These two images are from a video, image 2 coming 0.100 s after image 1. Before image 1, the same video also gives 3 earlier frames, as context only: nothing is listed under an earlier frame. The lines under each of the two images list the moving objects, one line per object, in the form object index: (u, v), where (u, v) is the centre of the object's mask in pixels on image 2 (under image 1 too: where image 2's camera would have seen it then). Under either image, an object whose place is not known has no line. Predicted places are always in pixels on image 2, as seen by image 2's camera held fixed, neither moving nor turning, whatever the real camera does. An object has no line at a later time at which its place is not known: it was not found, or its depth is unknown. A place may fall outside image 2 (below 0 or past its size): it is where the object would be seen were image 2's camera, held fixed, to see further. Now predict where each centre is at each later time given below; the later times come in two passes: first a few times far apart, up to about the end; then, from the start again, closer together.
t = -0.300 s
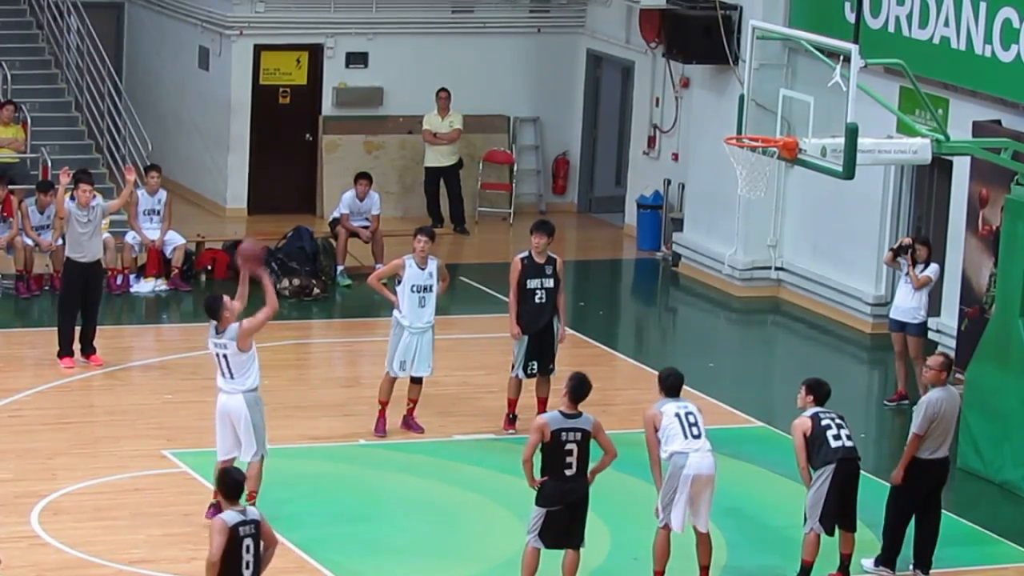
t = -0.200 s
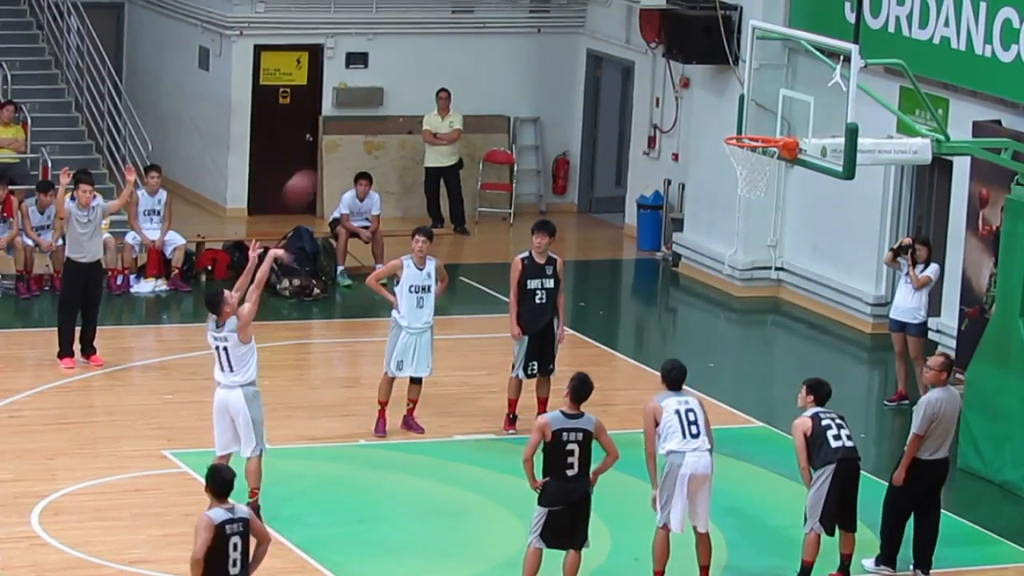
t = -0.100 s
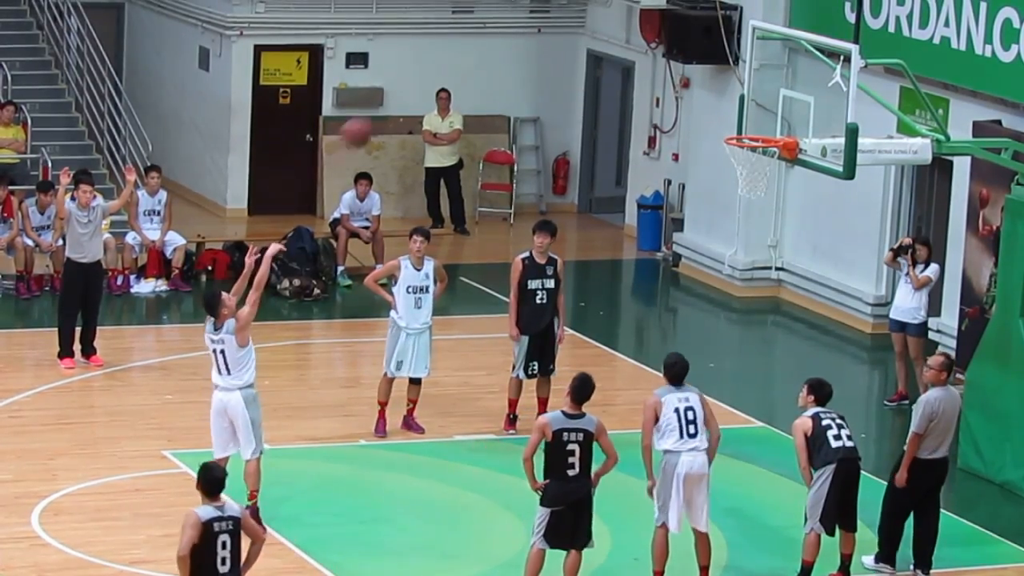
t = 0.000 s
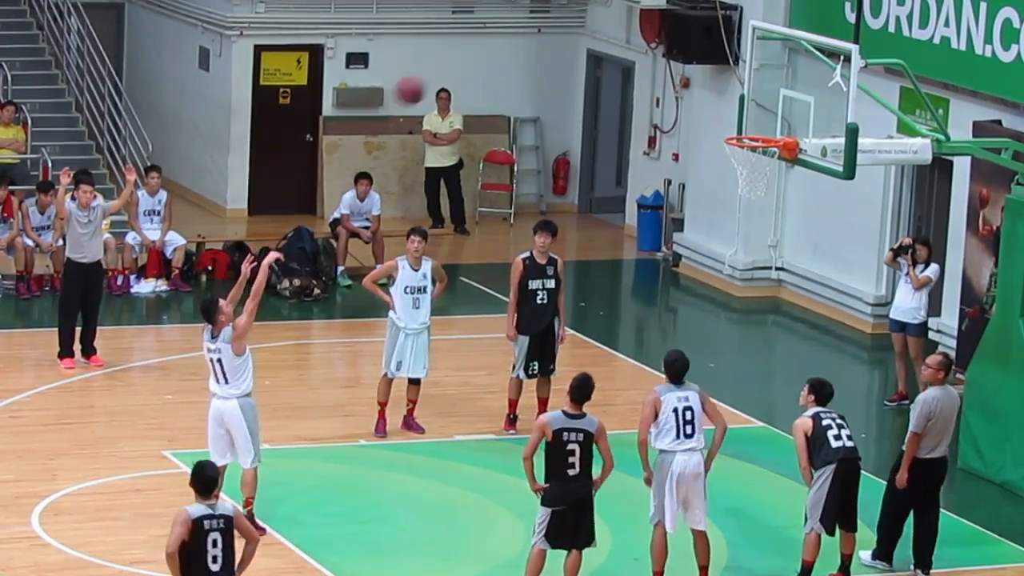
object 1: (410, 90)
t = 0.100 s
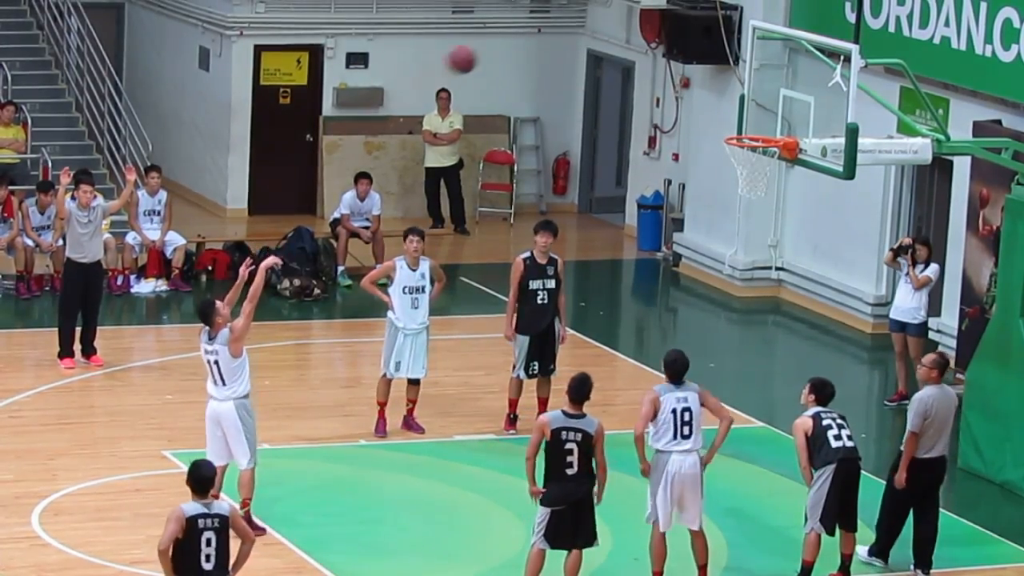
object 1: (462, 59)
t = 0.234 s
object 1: (528, 36)
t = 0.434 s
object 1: (624, 42)
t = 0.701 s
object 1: (743, 124)
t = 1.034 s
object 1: (751, 316)
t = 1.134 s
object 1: (746, 395)
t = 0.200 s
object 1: (512, 39)
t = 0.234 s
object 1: (528, 36)
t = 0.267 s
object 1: (545, 34)
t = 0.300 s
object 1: (561, 32)
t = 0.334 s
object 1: (577, 33)
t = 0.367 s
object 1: (593, 35)
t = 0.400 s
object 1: (608, 38)
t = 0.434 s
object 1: (624, 42)
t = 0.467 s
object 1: (639, 48)
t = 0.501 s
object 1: (655, 54)
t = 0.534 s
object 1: (670, 62)
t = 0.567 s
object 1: (685, 73)
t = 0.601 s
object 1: (701, 85)
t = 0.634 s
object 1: (715, 96)
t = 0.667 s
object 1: (728, 110)
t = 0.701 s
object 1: (743, 124)
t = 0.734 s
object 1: (758, 135)
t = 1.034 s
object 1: (751, 316)
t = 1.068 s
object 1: (749, 341)
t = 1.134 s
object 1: (746, 395)
